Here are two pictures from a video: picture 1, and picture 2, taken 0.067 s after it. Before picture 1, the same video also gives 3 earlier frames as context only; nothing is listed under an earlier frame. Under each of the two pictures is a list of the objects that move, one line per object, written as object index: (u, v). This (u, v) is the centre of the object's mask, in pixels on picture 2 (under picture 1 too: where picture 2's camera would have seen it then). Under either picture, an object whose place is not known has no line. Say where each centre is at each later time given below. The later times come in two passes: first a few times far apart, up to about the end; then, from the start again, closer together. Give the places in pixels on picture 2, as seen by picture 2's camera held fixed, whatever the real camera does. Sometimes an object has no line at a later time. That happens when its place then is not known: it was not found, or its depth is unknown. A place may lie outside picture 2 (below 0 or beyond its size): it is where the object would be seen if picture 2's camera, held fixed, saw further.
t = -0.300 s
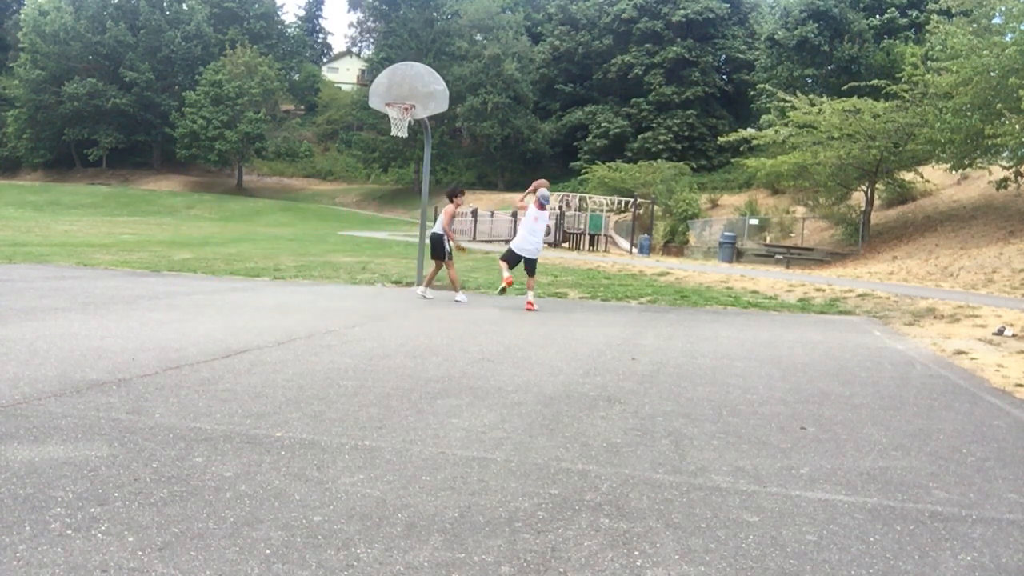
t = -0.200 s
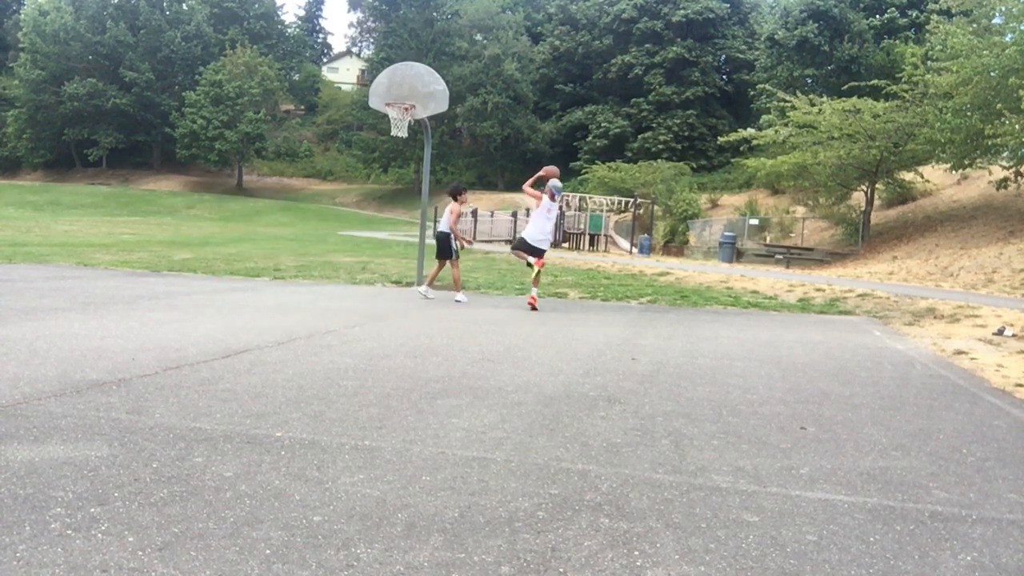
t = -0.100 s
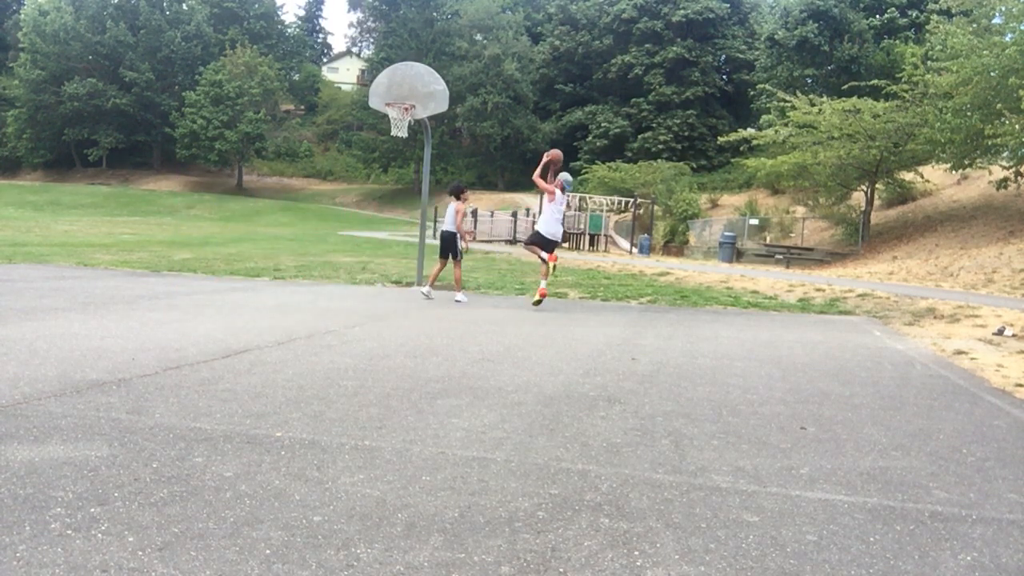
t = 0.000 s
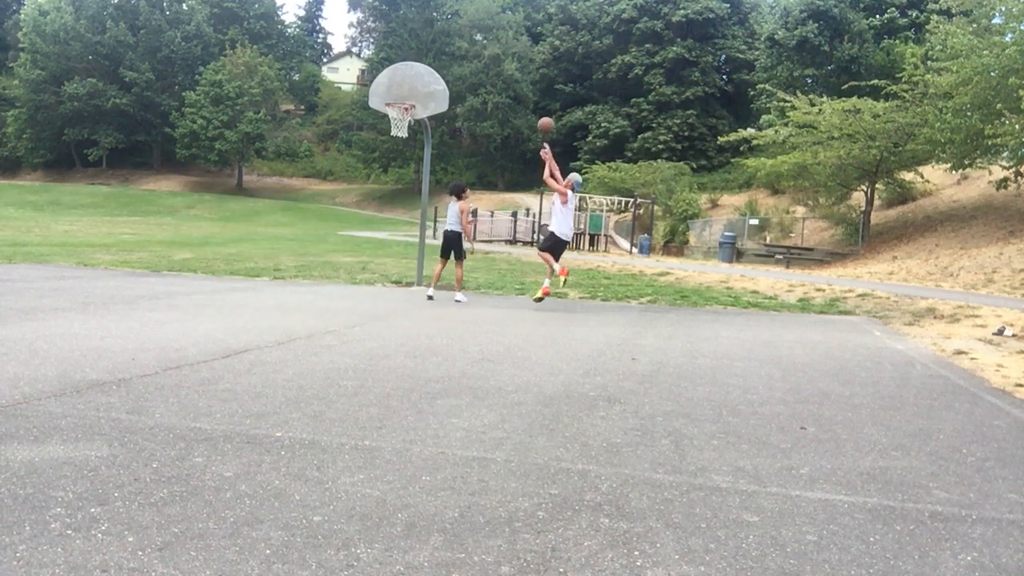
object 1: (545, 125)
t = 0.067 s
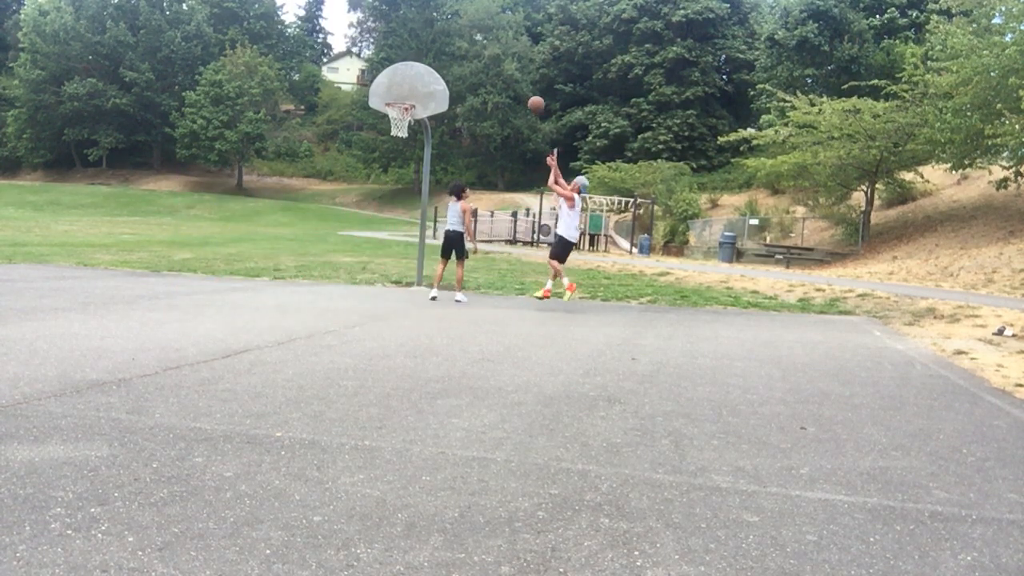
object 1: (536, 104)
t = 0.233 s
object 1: (511, 66)
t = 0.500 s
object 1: (471, 48)
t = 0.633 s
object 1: (450, 55)
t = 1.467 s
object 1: (350, 111)
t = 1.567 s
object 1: (338, 130)
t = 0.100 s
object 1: (531, 94)
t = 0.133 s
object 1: (526, 86)
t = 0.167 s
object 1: (521, 78)
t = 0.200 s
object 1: (516, 72)
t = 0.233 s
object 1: (511, 66)
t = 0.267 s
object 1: (506, 61)
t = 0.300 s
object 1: (501, 57)
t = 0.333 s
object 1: (496, 53)
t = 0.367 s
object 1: (491, 51)
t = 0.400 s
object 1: (486, 49)
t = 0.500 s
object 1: (471, 48)
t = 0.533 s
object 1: (466, 48)
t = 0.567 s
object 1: (461, 50)
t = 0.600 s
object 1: (456, 52)
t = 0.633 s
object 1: (450, 55)
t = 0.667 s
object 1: (445, 58)
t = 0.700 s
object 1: (440, 63)
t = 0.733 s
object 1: (436, 68)
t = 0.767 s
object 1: (431, 73)
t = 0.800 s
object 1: (426, 80)
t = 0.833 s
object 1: (420, 87)
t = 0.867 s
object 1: (415, 94)
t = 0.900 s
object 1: (411, 97)
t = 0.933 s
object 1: (408, 93)
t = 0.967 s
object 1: (404, 90)
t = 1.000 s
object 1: (401, 87)
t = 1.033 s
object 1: (397, 86)
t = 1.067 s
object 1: (394, 85)
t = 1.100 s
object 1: (390, 84)
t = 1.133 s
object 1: (387, 84)
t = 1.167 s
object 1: (383, 85)
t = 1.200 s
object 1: (379, 86)
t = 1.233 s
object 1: (375, 88)
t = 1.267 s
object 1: (372, 90)
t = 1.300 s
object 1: (368, 91)
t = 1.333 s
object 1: (364, 94)
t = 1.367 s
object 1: (361, 97)
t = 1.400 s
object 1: (357, 101)
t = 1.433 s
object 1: (353, 106)
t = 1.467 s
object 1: (350, 111)
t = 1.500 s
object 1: (346, 117)
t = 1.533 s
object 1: (342, 123)
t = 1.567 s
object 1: (338, 130)
